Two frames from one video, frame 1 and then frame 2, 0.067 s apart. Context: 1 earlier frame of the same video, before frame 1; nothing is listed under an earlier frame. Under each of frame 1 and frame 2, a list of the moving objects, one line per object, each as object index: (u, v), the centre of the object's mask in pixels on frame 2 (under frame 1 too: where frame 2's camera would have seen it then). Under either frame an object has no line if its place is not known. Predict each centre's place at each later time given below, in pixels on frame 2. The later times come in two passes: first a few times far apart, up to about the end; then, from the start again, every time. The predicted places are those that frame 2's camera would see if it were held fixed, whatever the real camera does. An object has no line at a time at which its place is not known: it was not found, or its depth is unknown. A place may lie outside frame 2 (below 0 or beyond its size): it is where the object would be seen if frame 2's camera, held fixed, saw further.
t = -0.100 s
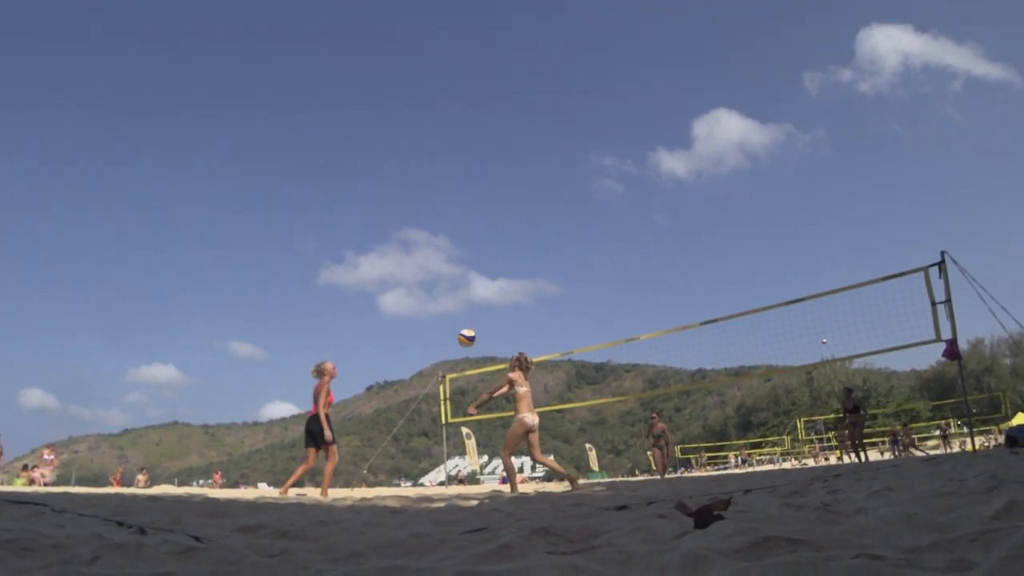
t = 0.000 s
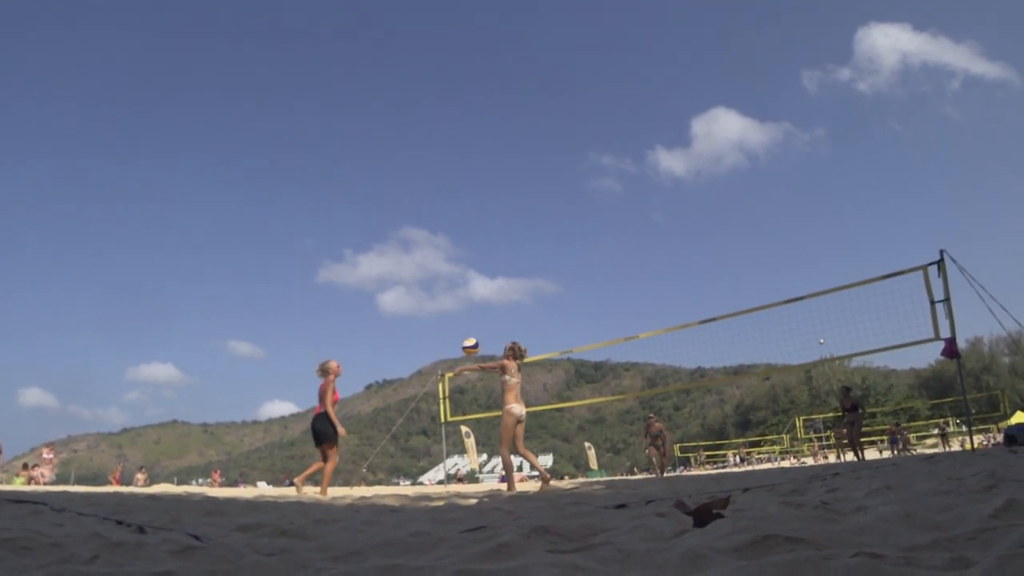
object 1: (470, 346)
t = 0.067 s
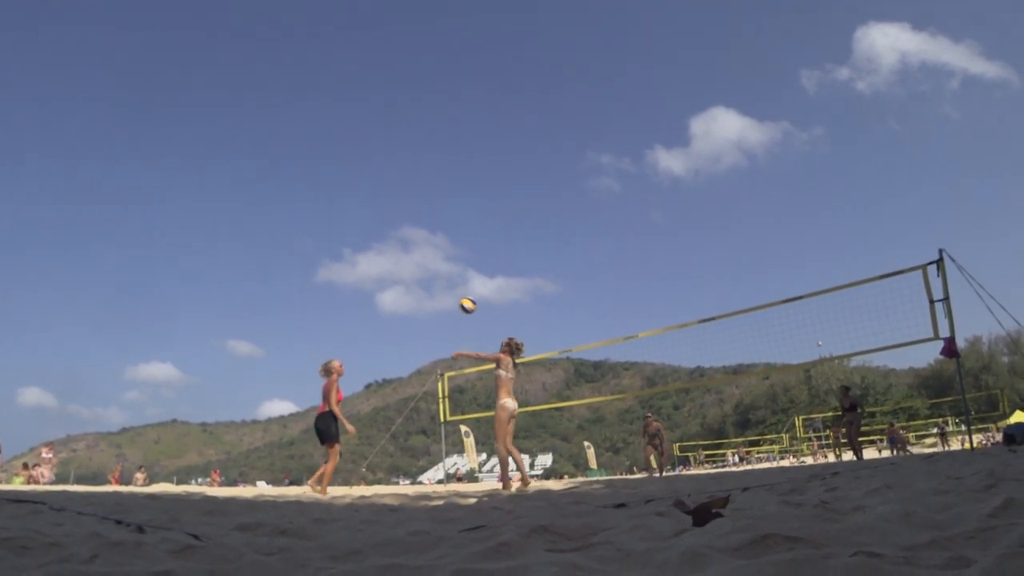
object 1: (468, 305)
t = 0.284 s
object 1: (460, 211)
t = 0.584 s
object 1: (452, 151)
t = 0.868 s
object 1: (449, 148)
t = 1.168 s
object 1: (444, 191)
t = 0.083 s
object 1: (467, 296)
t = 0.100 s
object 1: (466, 287)
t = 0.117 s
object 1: (466, 278)
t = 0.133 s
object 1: (465, 270)
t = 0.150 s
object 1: (464, 262)
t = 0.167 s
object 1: (464, 254)
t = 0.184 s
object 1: (463, 247)
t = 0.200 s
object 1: (462, 240)
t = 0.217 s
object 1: (462, 233)
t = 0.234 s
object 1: (461, 228)
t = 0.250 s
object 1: (461, 222)
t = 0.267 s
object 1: (460, 216)
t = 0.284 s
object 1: (460, 211)
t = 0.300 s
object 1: (459, 205)
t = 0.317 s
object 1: (458, 200)
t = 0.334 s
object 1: (458, 196)
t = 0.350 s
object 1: (457, 192)
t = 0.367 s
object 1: (457, 187)
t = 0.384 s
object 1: (457, 183)
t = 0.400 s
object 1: (457, 179)
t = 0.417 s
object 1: (456, 176)
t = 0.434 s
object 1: (456, 173)
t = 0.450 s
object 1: (456, 170)
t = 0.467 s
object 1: (455, 167)
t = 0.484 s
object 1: (455, 164)
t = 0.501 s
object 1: (454, 162)
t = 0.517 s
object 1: (454, 159)
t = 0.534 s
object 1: (453, 157)
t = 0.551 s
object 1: (453, 155)
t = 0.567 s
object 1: (452, 153)
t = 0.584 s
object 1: (452, 151)
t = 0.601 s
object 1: (452, 150)
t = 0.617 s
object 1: (451, 149)
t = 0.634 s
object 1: (451, 148)
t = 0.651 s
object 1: (451, 147)
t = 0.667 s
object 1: (451, 146)
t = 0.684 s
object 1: (450, 146)
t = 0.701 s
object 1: (450, 145)
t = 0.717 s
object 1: (450, 145)
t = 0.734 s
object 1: (450, 144)
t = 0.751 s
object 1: (450, 144)
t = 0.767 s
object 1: (449, 145)
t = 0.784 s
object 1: (449, 145)
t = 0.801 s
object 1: (449, 145)
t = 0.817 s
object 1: (449, 146)
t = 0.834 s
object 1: (449, 147)
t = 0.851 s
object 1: (449, 147)
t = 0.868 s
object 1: (449, 148)
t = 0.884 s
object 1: (449, 150)
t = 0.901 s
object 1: (449, 151)
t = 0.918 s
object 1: (448, 152)
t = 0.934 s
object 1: (448, 154)
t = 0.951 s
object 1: (447, 156)
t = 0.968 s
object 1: (447, 157)
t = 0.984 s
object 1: (447, 159)
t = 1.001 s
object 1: (447, 162)
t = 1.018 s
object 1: (446, 165)
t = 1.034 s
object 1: (446, 166)
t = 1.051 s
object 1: (446, 169)
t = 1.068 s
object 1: (445, 172)
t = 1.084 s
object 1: (445, 175)
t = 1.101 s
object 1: (445, 177)
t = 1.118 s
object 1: (444, 180)
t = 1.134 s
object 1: (444, 184)
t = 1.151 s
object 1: (444, 187)
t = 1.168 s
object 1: (444, 191)
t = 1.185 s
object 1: (444, 194)
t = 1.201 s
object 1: (444, 198)
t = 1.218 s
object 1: (443, 202)
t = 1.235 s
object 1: (443, 206)
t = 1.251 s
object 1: (443, 210)
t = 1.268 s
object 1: (442, 215)
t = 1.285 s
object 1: (442, 219)
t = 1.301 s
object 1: (442, 224)
